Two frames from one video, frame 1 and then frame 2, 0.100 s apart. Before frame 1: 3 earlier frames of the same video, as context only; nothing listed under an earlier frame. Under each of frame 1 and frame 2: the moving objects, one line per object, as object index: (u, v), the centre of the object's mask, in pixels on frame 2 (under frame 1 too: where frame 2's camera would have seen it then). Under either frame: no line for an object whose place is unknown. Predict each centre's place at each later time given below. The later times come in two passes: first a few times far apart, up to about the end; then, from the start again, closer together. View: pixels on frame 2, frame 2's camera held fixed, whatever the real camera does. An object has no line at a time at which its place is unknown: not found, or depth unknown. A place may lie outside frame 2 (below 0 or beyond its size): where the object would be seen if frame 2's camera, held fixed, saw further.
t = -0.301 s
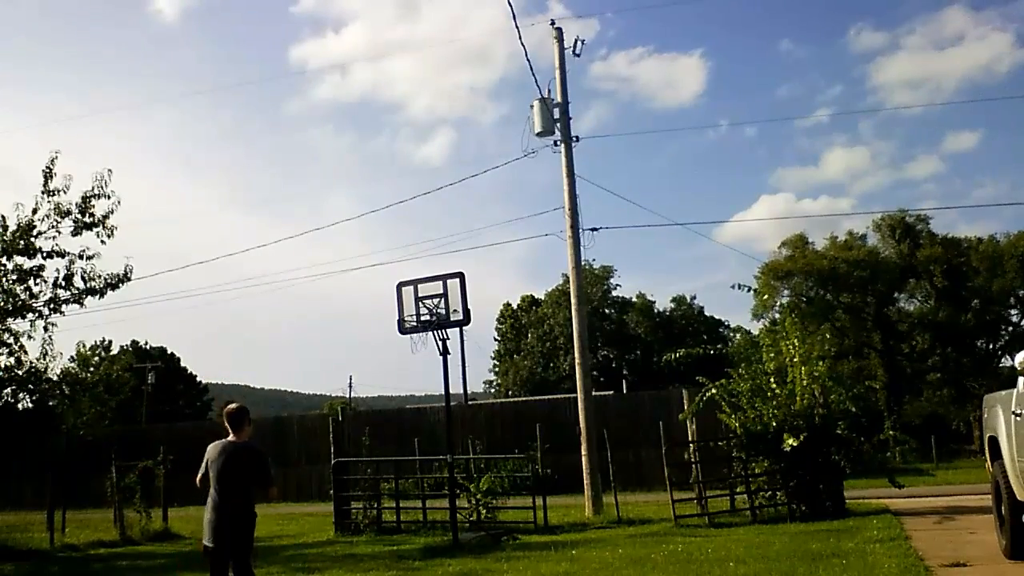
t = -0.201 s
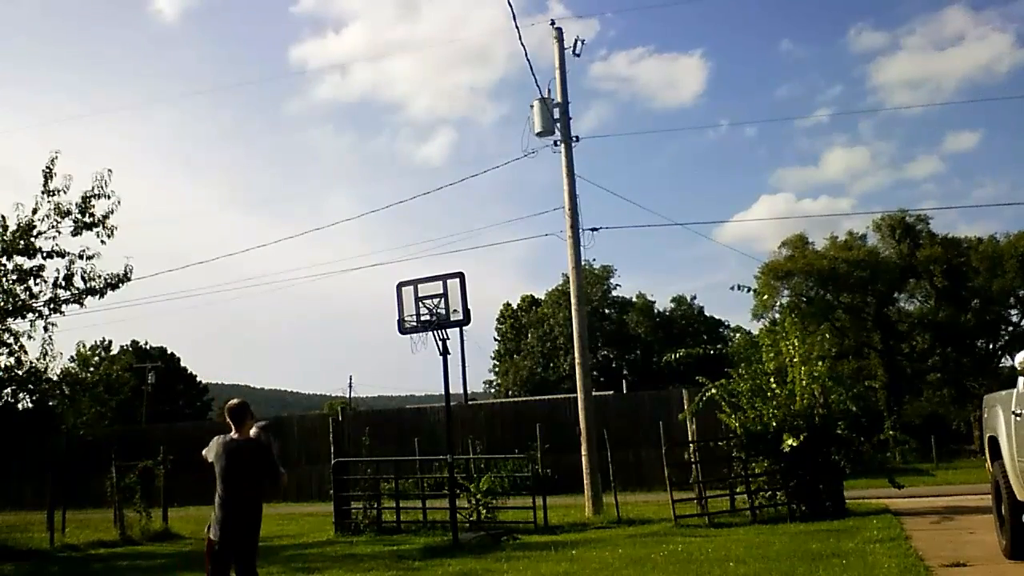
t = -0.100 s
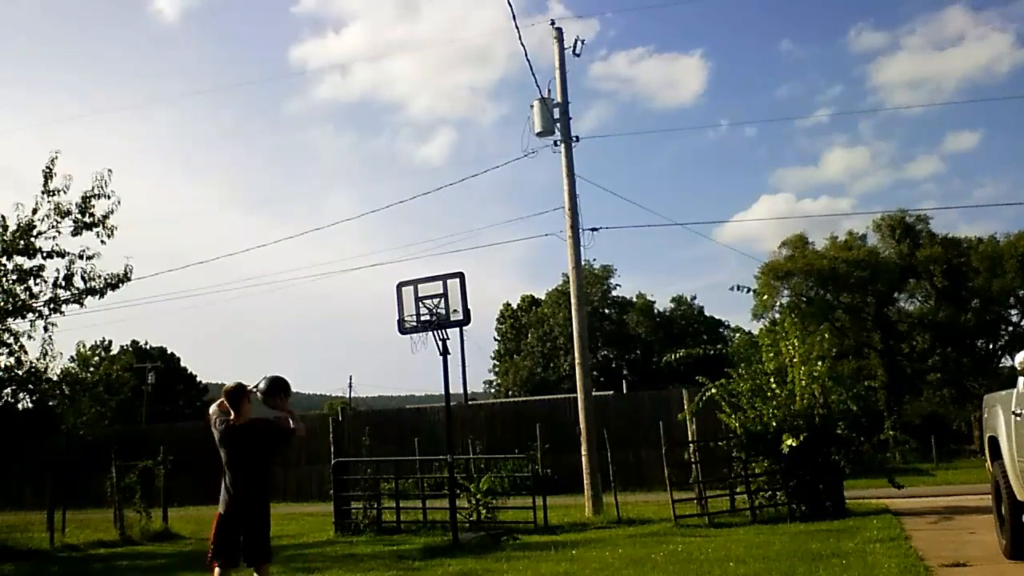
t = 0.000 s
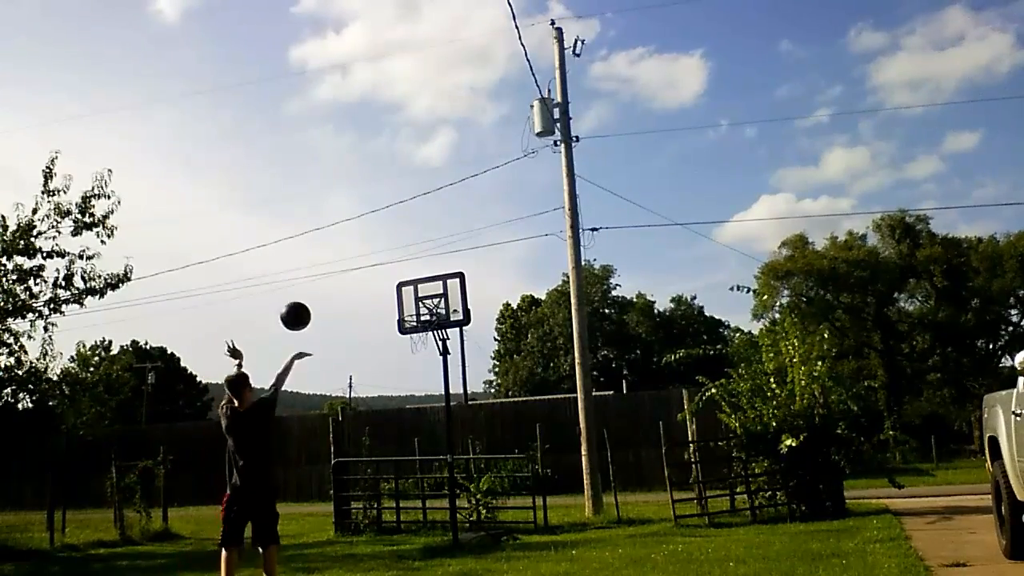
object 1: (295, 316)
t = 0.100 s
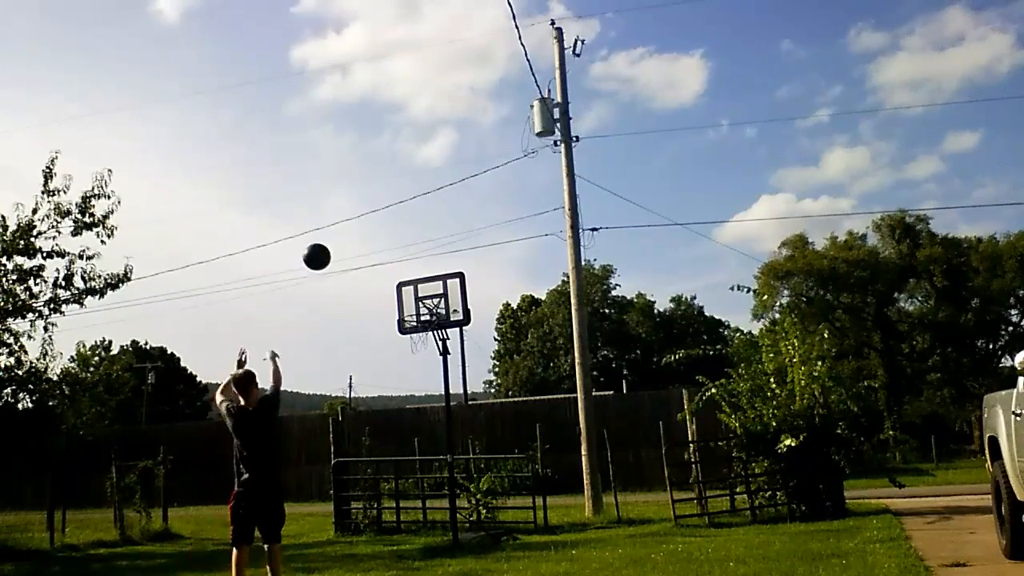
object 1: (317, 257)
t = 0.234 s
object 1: (341, 205)
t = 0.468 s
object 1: (374, 170)
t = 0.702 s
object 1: (402, 187)
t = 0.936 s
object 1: (426, 241)
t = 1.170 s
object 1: (449, 315)
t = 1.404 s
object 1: (460, 354)
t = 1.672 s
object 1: (477, 458)
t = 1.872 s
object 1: (488, 543)
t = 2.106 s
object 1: (485, 467)
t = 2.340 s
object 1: (483, 442)
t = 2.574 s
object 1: (482, 461)
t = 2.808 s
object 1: (485, 540)
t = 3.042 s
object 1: (484, 526)
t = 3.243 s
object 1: (483, 515)
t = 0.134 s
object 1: (323, 241)
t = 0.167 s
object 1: (329, 227)
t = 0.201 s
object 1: (335, 216)
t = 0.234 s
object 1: (341, 205)
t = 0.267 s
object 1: (346, 196)
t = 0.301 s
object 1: (351, 189)
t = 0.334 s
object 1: (356, 183)
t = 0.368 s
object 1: (361, 178)
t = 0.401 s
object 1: (365, 174)
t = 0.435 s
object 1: (370, 172)
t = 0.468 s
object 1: (374, 170)
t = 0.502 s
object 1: (379, 170)
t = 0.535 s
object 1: (383, 171)
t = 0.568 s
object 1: (387, 172)
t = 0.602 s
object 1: (391, 174)
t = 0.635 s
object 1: (395, 178)
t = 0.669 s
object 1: (399, 182)
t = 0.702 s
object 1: (402, 187)
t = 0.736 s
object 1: (406, 192)
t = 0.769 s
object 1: (410, 199)
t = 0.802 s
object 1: (413, 206)
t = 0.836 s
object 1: (416, 214)
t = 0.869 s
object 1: (420, 222)
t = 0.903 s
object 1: (423, 231)
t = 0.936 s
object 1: (426, 241)
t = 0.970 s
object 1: (429, 252)
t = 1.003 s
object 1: (432, 262)
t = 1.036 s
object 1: (436, 274)
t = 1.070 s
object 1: (439, 287)
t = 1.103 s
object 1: (442, 300)
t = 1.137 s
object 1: (446, 312)
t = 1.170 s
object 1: (449, 315)
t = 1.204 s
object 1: (452, 315)
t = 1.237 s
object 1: (452, 322)
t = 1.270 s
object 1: (453, 327)
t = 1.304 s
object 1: (454, 332)
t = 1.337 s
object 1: (457, 339)
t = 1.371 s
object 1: (458, 346)
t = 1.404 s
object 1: (460, 354)
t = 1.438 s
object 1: (462, 363)
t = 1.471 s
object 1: (464, 373)
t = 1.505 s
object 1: (467, 385)
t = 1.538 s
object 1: (469, 397)
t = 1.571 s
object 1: (471, 410)
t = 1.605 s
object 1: (472, 425)
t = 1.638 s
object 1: (473, 439)
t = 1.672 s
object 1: (477, 458)
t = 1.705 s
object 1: (478, 476)
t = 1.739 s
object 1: (481, 496)
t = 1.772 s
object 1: (483, 517)
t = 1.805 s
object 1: (486, 539)
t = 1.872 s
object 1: (488, 543)
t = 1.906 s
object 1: (488, 532)
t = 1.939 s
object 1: (487, 519)
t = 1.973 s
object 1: (485, 508)
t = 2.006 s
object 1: (486, 495)
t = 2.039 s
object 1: (485, 486)
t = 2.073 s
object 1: (485, 479)
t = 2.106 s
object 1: (485, 467)
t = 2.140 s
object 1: (484, 462)
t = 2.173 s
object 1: (484, 456)
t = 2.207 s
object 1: (483, 452)
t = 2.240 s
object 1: (482, 447)
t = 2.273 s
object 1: (480, 444)
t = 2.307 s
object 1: (481, 443)
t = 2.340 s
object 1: (483, 442)
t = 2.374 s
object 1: (483, 442)
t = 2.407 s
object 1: (483, 442)
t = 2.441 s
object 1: (483, 444)
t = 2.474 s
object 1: (482, 446)
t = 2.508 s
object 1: (482, 450)
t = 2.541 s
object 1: (481, 451)
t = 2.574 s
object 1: (482, 461)
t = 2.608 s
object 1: (484, 467)
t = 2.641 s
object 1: (484, 478)
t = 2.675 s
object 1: (484, 488)
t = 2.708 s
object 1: (485, 499)
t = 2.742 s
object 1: (485, 512)
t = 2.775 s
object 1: (485, 524)
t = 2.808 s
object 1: (485, 540)
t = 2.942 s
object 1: (484, 548)
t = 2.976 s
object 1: (486, 538)
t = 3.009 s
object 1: (482, 530)
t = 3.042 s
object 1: (484, 526)
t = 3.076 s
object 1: (484, 521)
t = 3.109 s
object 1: (484, 518)
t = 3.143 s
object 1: (483, 517)
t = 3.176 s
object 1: (483, 516)
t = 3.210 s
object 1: (483, 515)
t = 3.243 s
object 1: (483, 515)
